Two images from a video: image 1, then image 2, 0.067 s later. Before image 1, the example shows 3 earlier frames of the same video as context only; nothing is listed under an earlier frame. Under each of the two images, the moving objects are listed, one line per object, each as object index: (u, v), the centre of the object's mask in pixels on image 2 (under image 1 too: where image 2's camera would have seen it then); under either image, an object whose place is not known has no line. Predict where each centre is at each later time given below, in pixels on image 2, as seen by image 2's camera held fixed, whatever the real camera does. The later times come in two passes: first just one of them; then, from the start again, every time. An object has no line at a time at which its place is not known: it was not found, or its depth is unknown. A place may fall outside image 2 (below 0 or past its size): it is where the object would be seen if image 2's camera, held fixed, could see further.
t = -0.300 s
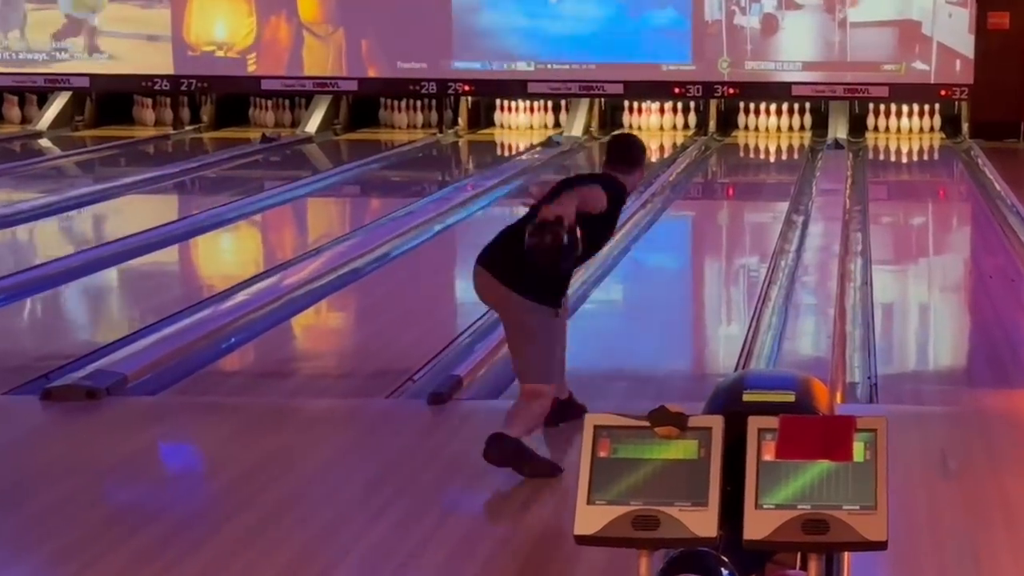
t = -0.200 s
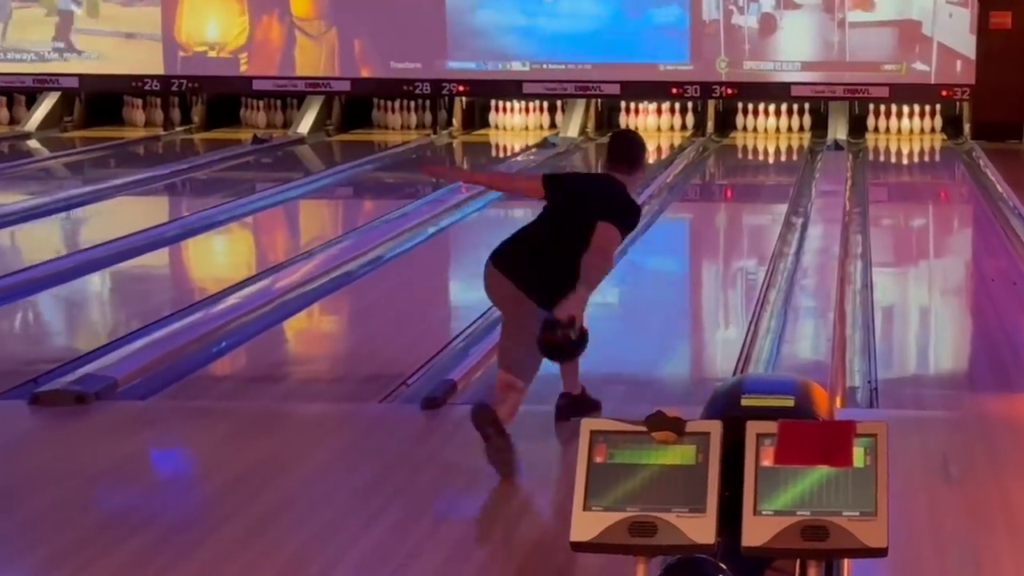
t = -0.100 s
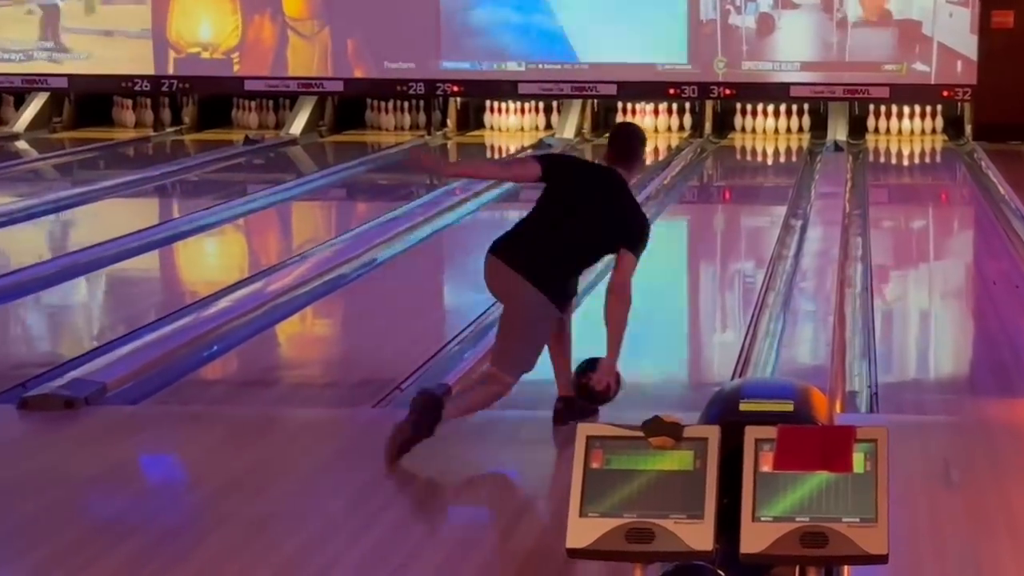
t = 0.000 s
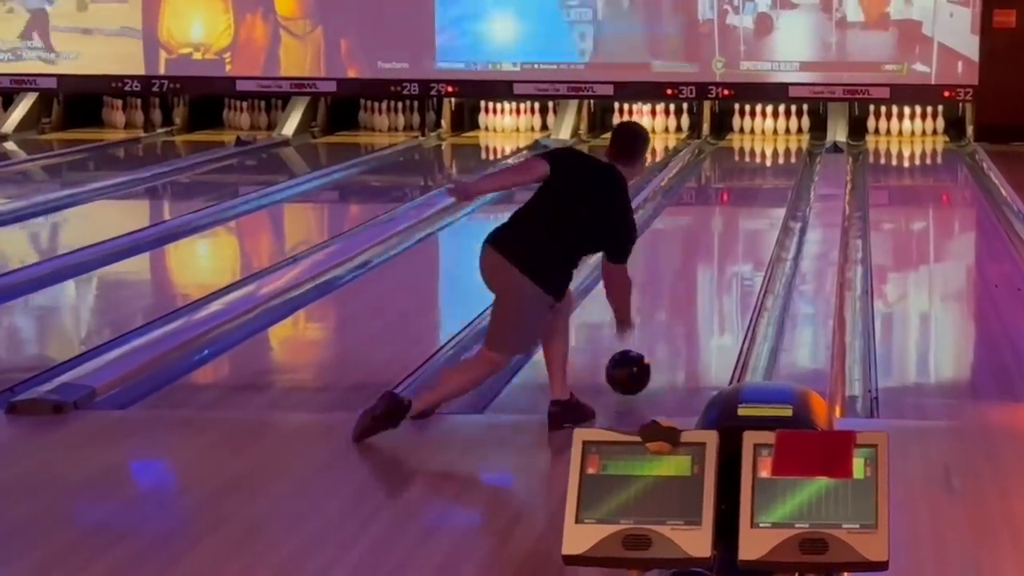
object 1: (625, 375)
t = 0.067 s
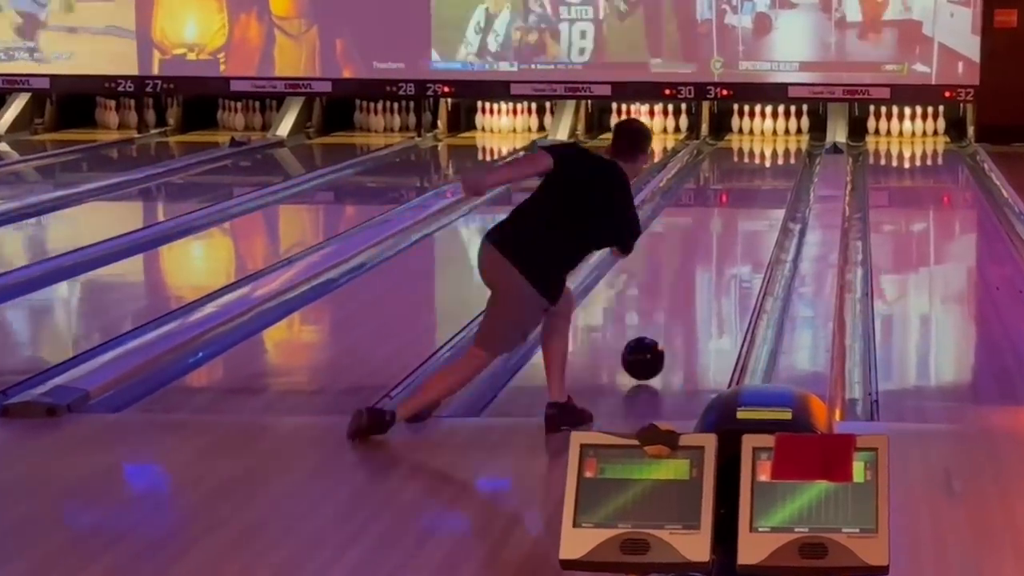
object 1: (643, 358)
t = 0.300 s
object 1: (688, 304)
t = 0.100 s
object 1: (650, 351)
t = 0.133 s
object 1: (657, 342)
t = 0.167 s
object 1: (664, 334)
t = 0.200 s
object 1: (671, 326)
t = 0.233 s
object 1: (677, 318)
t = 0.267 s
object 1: (683, 311)
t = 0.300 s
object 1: (688, 304)
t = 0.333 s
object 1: (694, 297)
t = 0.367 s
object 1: (699, 291)
